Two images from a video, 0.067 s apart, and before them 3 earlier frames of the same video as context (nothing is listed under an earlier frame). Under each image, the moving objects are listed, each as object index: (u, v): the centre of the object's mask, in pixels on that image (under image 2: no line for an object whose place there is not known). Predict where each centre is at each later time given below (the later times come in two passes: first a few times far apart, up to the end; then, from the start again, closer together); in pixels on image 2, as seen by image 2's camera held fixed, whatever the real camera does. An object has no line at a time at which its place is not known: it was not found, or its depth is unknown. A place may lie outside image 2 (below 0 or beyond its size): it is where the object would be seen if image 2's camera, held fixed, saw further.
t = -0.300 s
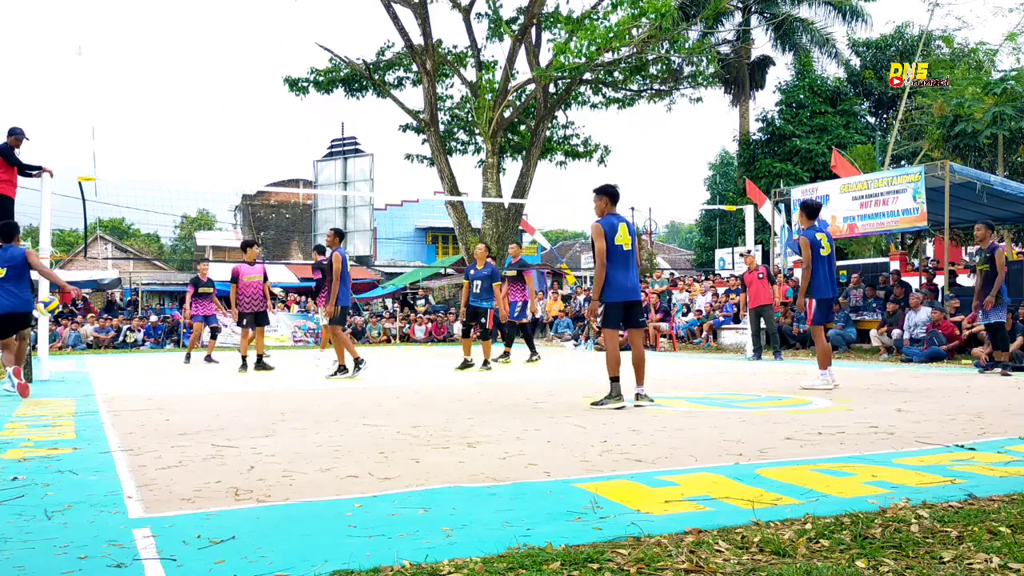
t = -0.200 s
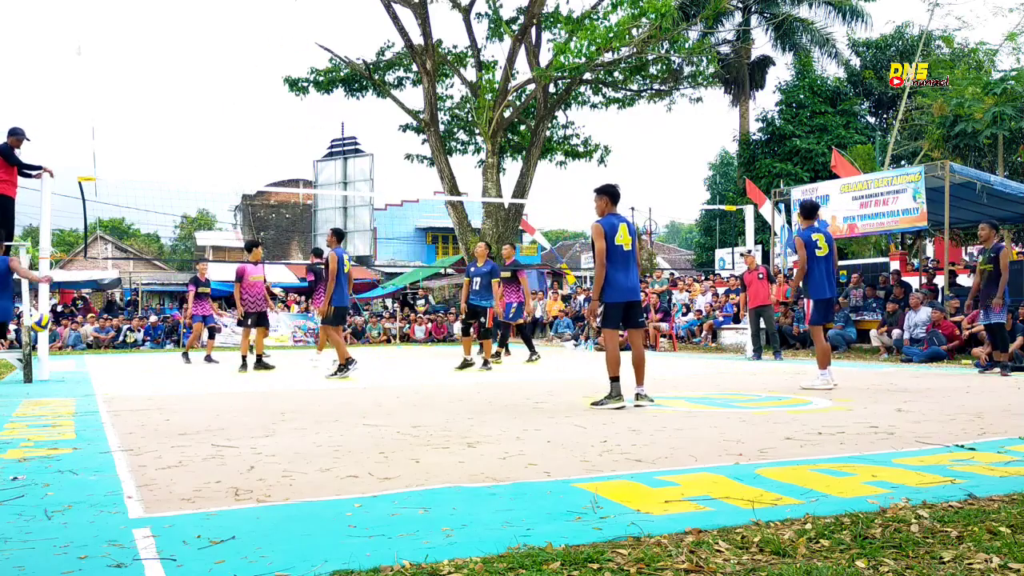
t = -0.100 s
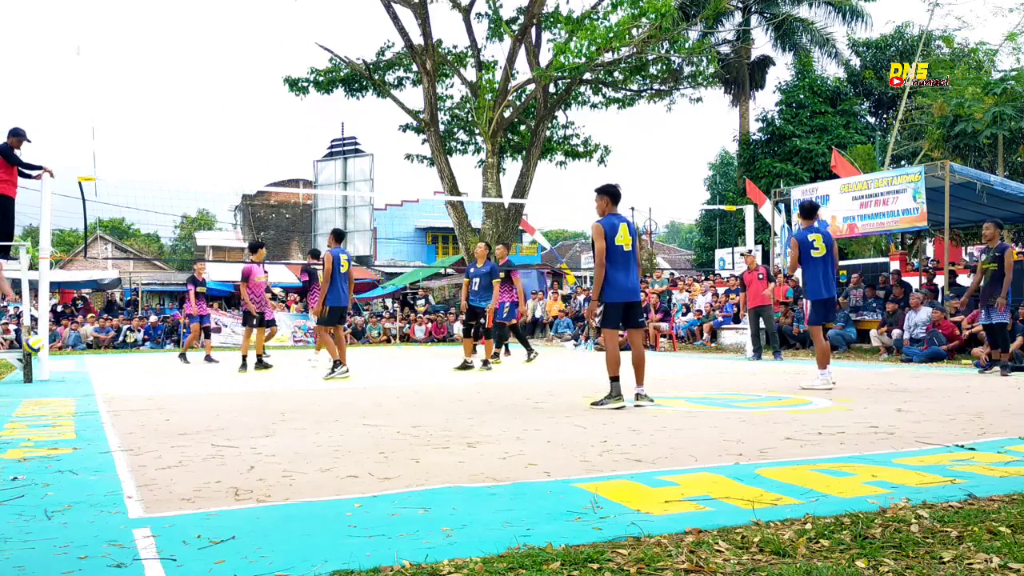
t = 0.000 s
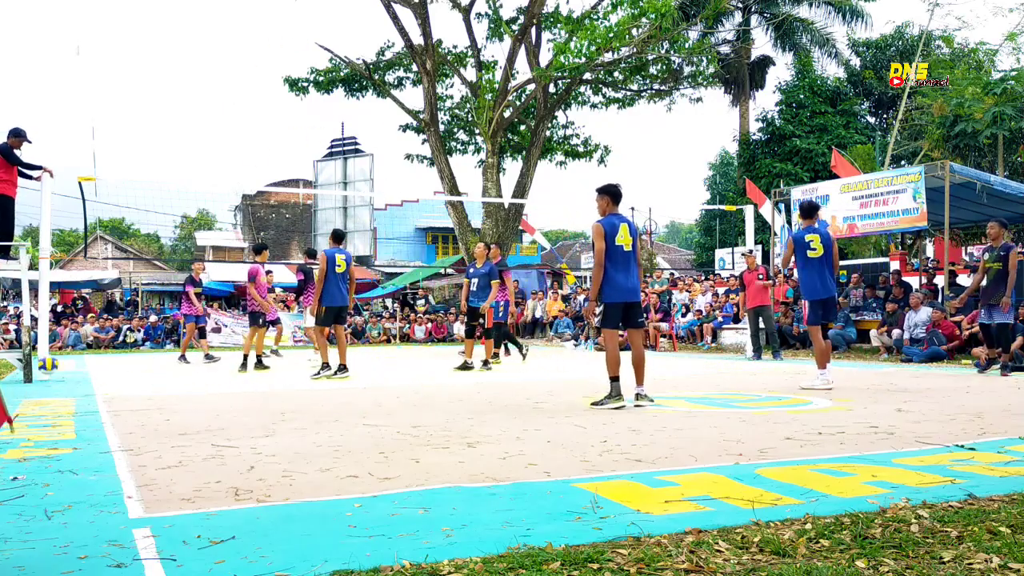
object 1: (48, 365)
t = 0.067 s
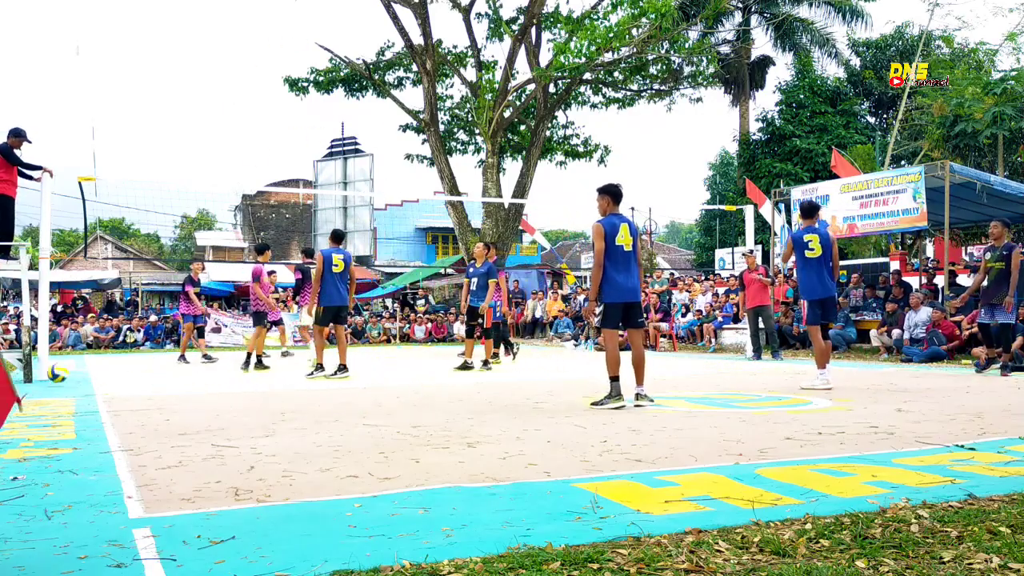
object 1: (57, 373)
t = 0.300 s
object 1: (90, 343)
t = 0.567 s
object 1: (130, 372)
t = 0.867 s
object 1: (181, 355)
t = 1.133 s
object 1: (233, 381)
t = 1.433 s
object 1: (297, 379)
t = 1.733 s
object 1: (370, 382)
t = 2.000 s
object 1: (445, 388)
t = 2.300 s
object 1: (545, 398)
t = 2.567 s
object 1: (648, 405)
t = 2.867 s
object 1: (790, 423)
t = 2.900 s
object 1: (806, 430)
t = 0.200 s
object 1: (75, 349)
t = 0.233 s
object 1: (80, 345)
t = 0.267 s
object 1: (84, 343)
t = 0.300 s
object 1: (90, 343)
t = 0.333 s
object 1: (95, 342)
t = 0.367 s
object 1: (99, 343)
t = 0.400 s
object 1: (105, 345)
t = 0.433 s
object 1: (109, 348)
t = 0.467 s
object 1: (115, 353)
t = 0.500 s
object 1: (119, 357)
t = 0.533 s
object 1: (125, 366)
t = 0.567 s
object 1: (130, 372)
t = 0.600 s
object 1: (136, 382)
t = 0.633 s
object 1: (141, 379)
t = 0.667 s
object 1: (146, 372)
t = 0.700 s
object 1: (152, 367)
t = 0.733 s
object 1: (159, 363)
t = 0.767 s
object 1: (163, 358)
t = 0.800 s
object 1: (170, 356)
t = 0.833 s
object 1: (175, 355)
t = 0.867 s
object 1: (181, 355)
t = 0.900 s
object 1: (187, 356)
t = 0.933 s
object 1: (194, 360)
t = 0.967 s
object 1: (200, 364)
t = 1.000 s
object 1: (206, 369)
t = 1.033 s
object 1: (212, 377)
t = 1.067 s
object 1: (219, 385)
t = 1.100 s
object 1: (226, 387)
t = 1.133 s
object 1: (233, 381)
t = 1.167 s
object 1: (239, 375)
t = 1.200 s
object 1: (247, 370)
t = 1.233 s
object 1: (253, 368)
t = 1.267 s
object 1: (260, 366)
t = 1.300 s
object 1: (267, 366)
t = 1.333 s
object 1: (274, 368)
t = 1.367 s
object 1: (282, 370)
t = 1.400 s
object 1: (289, 373)
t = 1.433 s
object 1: (297, 379)
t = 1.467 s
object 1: (304, 387)
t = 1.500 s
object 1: (312, 394)
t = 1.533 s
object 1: (320, 393)
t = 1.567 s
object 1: (328, 387)
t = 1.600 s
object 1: (336, 384)
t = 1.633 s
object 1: (345, 380)
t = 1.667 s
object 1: (351, 380)
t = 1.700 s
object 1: (361, 380)
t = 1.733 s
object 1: (370, 382)
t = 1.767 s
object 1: (379, 386)
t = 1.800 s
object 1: (387, 391)
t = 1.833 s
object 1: (397, 397)
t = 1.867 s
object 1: (406, 402)
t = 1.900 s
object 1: (415, 396)
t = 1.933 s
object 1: (425, 391)
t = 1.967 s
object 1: (435, 389)
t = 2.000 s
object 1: (445, 388)
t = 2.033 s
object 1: (456, 389)
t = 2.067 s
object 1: (465, 390)
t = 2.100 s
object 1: (476, 394)
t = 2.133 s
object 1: (488, 399)
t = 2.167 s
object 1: (498, 406)
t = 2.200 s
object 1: (509, 406)
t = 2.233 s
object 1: (521, 401)
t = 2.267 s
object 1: (532, 399)
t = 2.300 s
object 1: (545, 398)
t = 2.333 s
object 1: (556, 399)
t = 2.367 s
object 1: (568, 403)
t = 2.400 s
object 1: (582, 407)
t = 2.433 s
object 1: (594, 413)
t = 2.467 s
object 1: (608, 413)
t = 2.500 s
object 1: (621, 408)
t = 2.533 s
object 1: (635, 405)
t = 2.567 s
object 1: (648, 405)
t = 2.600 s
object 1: (662, 408)
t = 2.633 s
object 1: (678, 410)
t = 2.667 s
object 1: (693, 416)
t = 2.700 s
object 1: (708, 421)
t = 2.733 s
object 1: (723, 418)
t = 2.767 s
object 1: (738, 416)
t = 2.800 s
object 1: (755, 417)
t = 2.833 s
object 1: (771, 420)
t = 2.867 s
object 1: (790, 423)
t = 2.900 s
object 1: (806, 430)
